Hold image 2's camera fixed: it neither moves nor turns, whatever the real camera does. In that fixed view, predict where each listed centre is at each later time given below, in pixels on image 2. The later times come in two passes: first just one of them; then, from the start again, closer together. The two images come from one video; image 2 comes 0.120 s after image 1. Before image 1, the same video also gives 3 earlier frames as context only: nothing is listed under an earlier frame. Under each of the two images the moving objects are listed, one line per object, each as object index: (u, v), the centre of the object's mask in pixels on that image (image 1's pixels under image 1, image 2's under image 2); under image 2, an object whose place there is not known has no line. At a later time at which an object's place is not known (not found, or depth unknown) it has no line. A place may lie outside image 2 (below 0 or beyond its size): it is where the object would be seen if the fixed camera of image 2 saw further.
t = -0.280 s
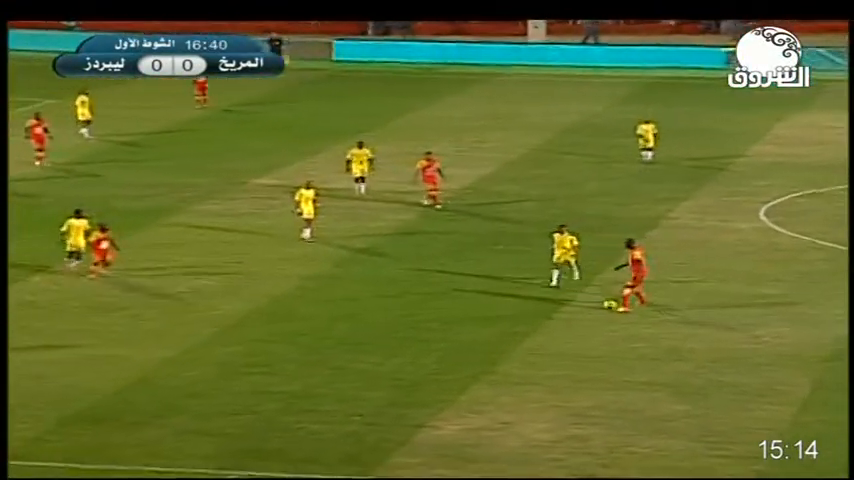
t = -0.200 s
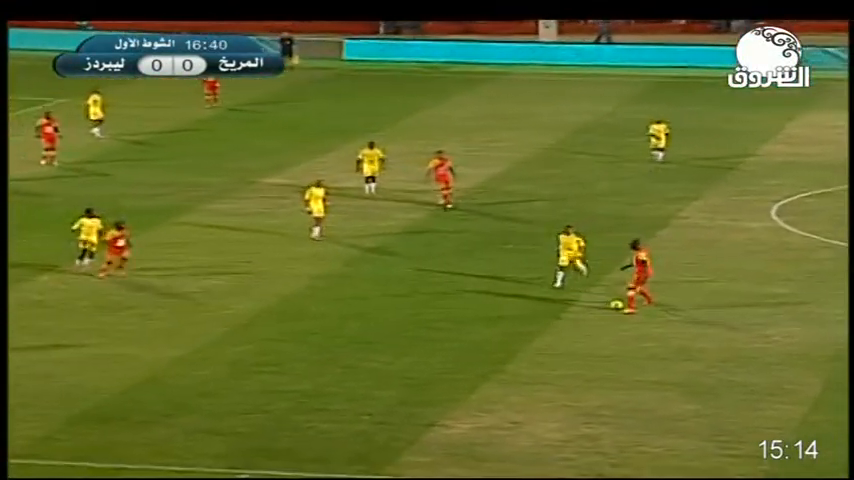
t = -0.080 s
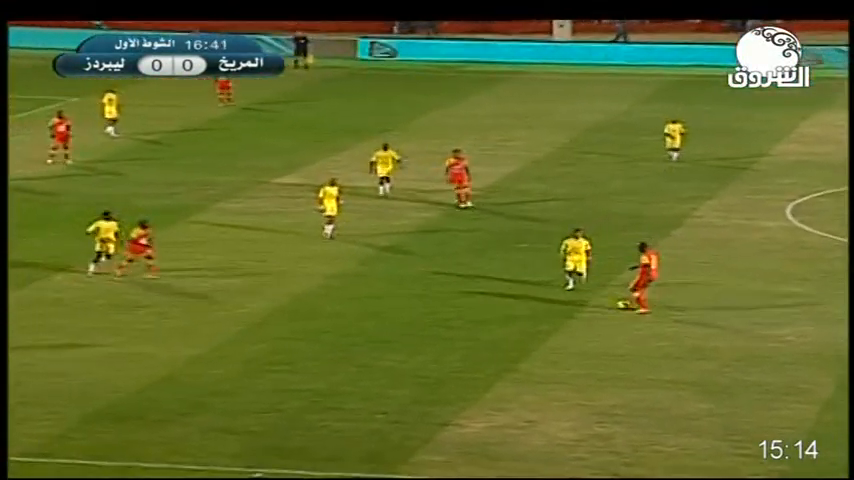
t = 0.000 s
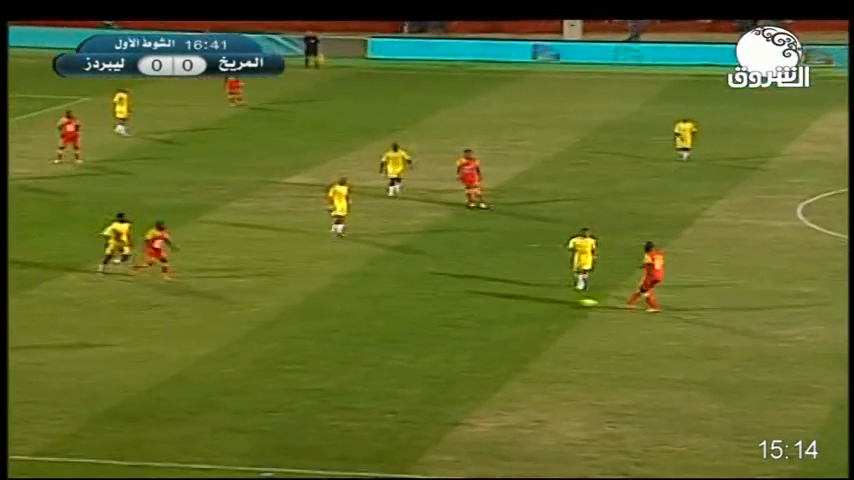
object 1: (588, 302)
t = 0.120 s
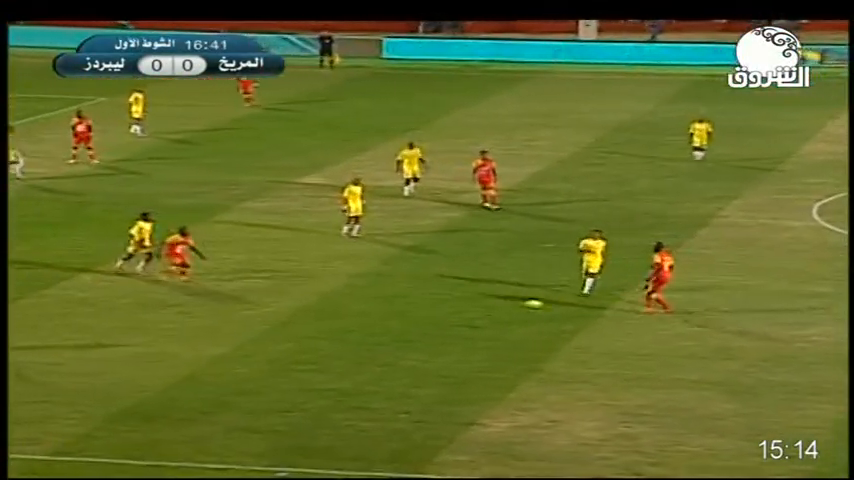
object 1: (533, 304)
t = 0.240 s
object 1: (473, 300)
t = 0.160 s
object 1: (512, 303)
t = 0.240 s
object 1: (473, 300)
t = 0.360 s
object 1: (414, 302)
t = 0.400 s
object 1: (398, 301)
